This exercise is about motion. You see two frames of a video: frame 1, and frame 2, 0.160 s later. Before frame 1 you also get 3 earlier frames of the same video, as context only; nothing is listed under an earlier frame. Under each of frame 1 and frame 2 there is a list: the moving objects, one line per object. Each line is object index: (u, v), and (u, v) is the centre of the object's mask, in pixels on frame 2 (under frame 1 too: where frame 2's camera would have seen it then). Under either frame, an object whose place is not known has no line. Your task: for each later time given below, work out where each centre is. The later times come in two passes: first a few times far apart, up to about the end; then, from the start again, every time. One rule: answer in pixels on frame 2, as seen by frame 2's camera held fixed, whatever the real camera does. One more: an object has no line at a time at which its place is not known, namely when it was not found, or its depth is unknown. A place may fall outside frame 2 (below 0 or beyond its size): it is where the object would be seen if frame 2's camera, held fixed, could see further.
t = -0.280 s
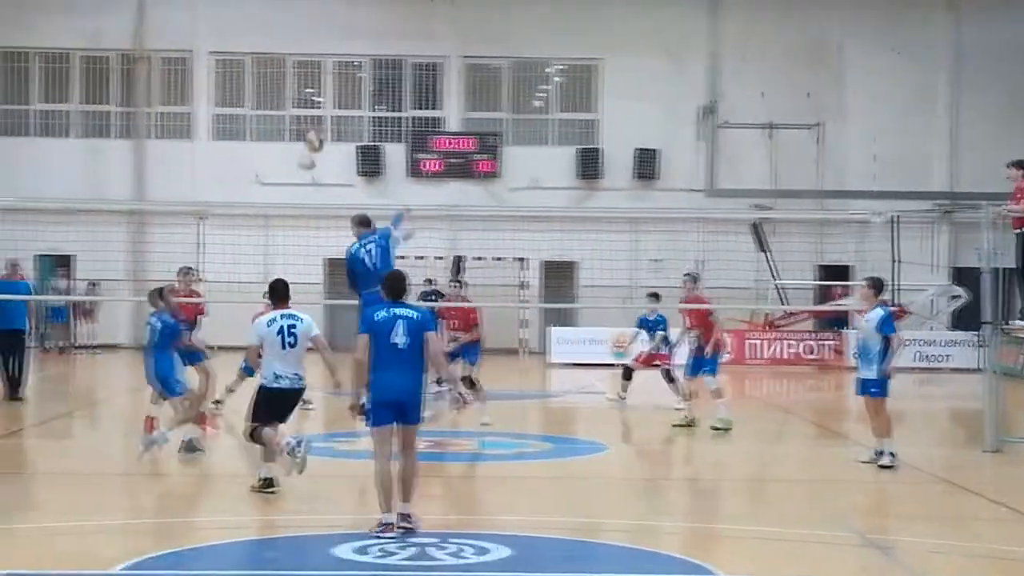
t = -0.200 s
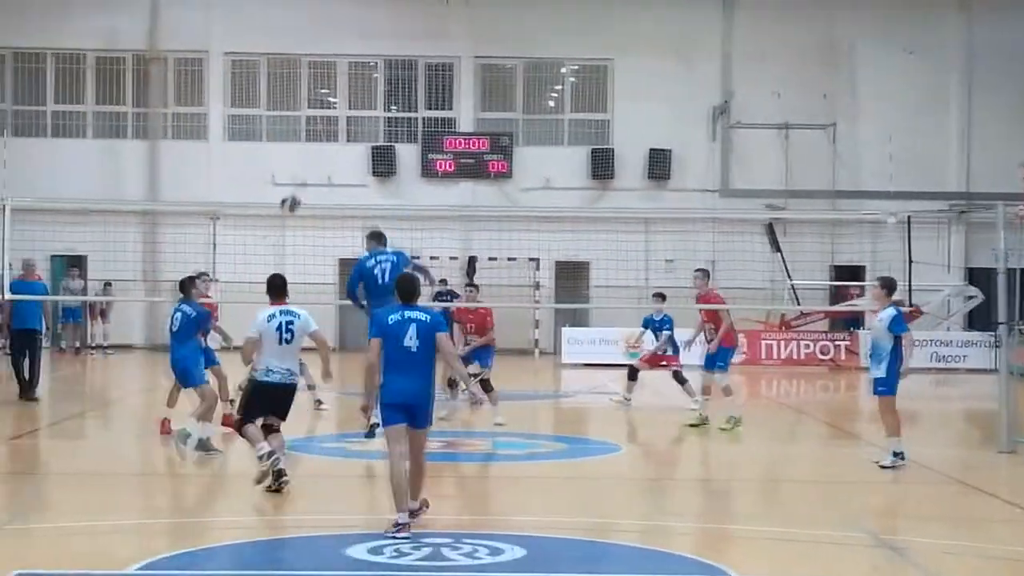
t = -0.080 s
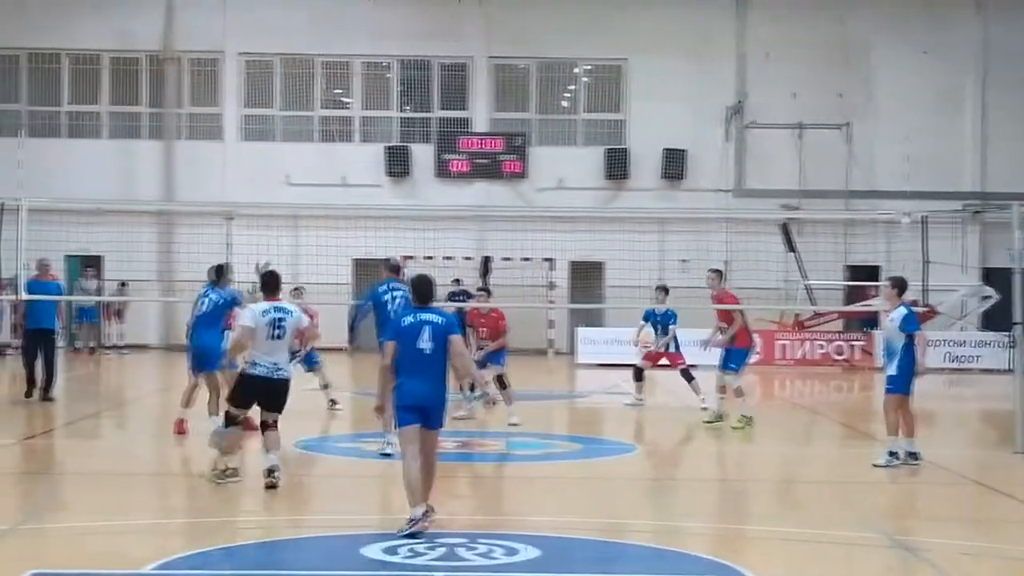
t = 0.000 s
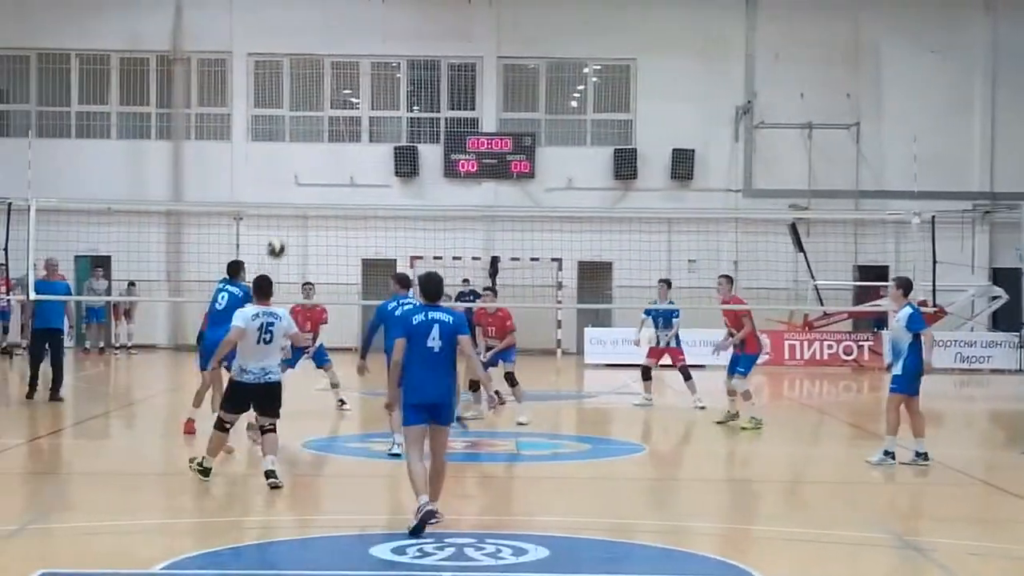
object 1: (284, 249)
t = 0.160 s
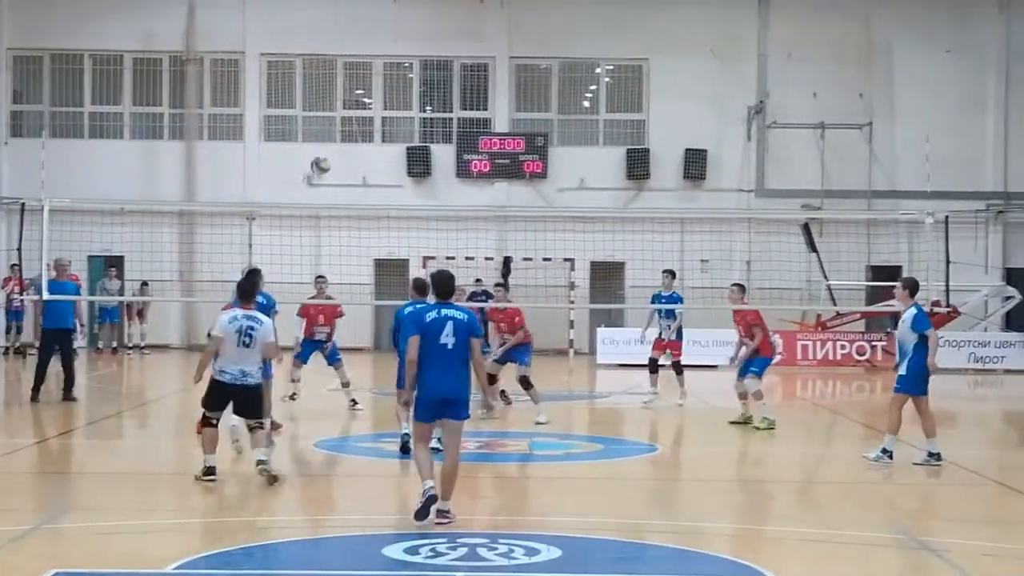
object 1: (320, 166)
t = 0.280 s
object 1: (339, 127)
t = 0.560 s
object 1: (384, 80)
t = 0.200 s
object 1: (327, 151)
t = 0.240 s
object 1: (333, 139)
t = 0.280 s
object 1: (339, 127)
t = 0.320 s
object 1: (349, 113)
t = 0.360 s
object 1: (356, 103)
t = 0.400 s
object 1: (361, 96)
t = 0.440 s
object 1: (366, 91)
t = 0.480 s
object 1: (373, 85)
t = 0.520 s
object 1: (379, 82)
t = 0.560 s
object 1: (384, 80)
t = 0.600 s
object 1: (389, 79)
